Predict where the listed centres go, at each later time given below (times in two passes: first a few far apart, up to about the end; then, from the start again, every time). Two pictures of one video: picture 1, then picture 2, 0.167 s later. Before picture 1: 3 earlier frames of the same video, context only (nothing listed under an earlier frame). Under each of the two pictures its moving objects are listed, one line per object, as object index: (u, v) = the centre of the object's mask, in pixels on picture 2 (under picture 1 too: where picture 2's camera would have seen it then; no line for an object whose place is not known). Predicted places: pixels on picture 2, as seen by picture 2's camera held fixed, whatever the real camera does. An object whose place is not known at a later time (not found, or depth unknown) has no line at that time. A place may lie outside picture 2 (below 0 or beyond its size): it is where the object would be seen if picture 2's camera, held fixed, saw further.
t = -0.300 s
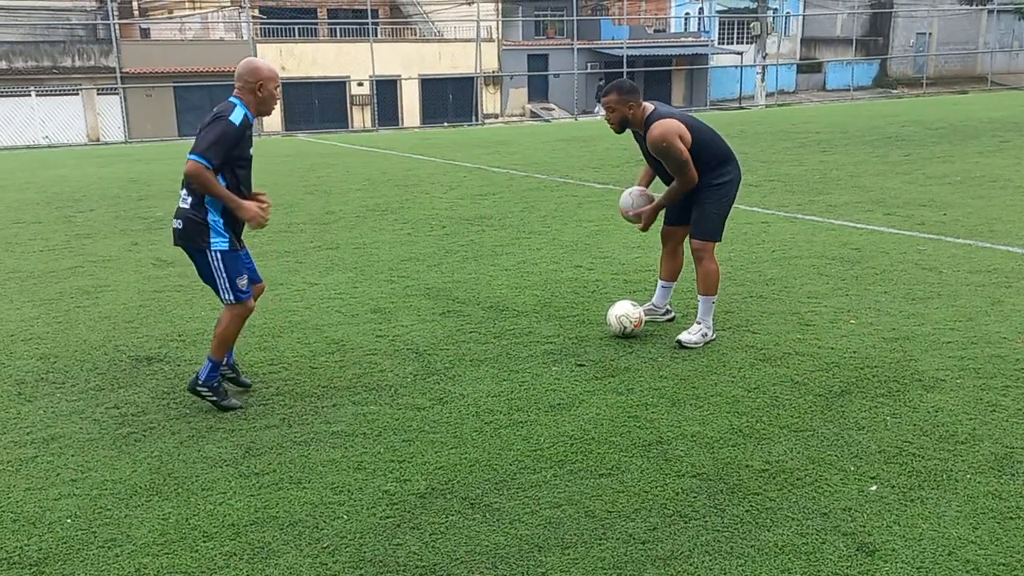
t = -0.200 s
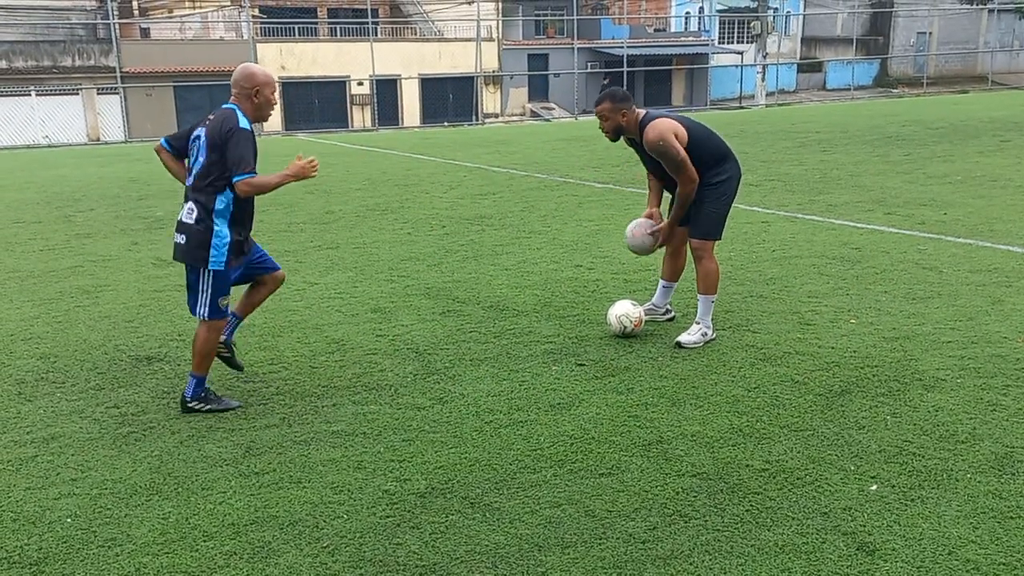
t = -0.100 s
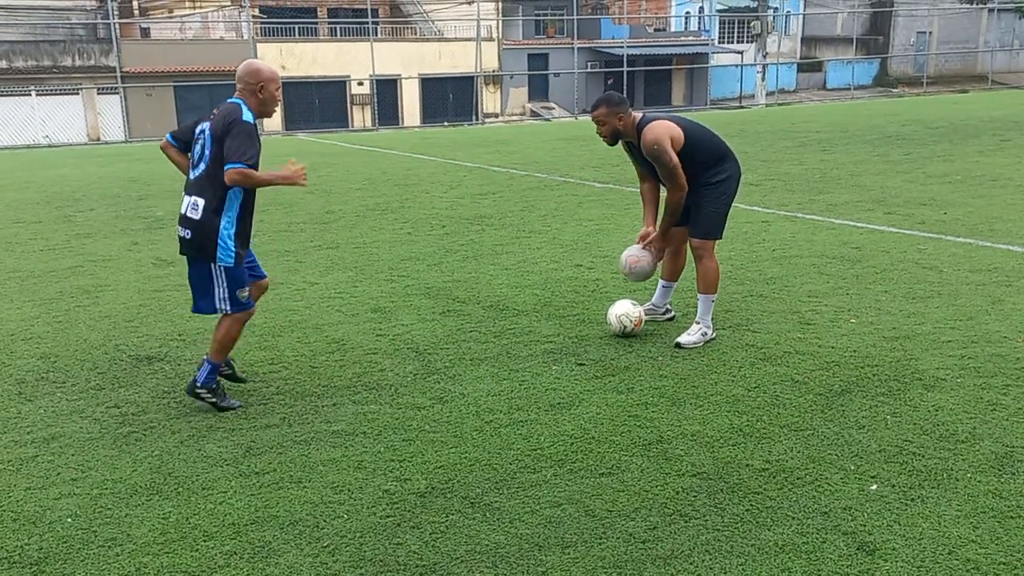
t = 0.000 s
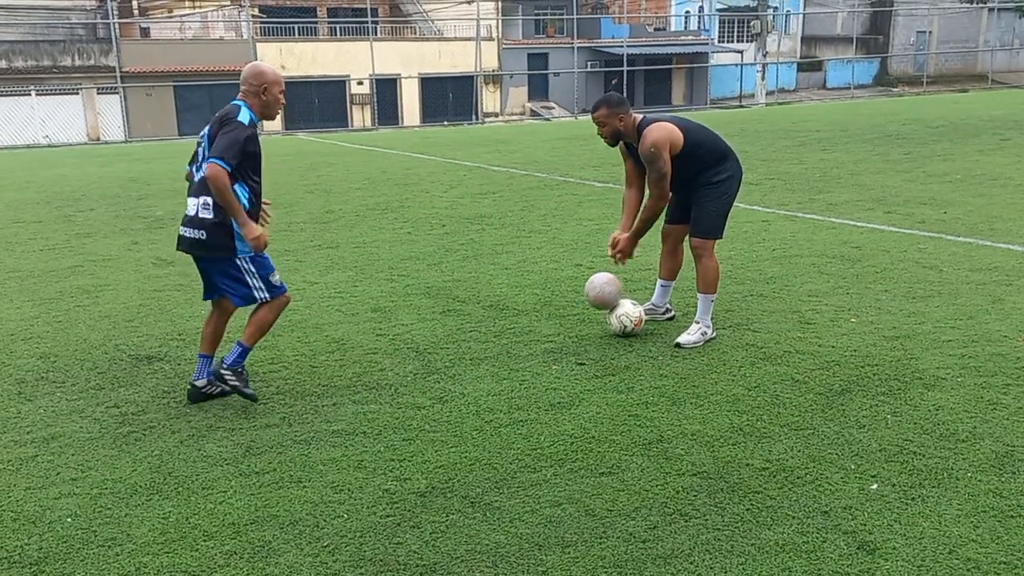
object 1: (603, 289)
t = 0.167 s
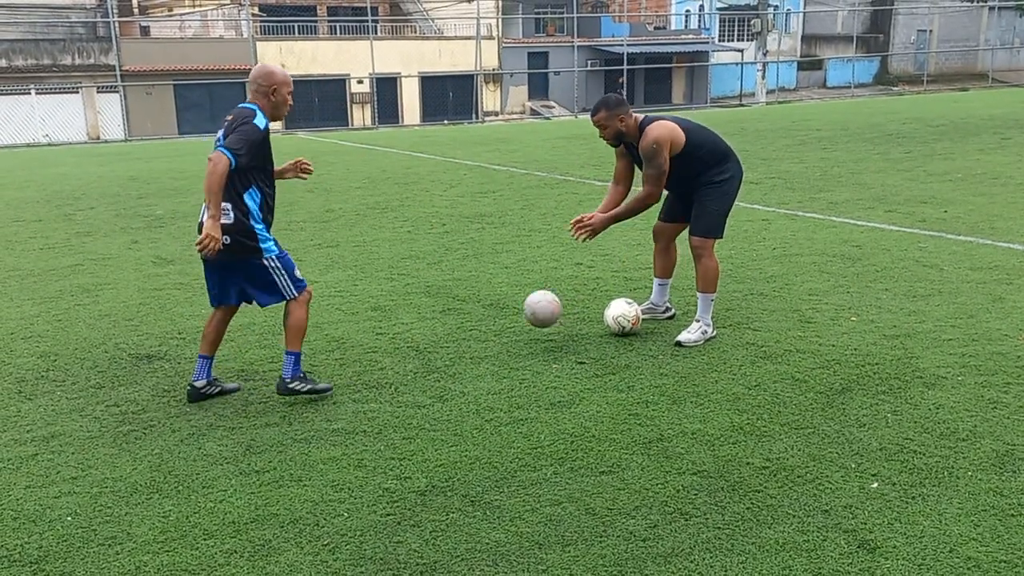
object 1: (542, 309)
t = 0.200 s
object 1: (530, 305)
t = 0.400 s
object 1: (458, 320)
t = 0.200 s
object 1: (530, 305)
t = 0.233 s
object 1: (518, 303)
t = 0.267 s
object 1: (507, 302)
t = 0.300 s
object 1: (495, 304)
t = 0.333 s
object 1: (483, 307)
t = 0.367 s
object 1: (470, 312)
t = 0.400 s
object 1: (458, 320)
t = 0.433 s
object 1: (446, 329)
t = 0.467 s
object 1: (434, 340)
